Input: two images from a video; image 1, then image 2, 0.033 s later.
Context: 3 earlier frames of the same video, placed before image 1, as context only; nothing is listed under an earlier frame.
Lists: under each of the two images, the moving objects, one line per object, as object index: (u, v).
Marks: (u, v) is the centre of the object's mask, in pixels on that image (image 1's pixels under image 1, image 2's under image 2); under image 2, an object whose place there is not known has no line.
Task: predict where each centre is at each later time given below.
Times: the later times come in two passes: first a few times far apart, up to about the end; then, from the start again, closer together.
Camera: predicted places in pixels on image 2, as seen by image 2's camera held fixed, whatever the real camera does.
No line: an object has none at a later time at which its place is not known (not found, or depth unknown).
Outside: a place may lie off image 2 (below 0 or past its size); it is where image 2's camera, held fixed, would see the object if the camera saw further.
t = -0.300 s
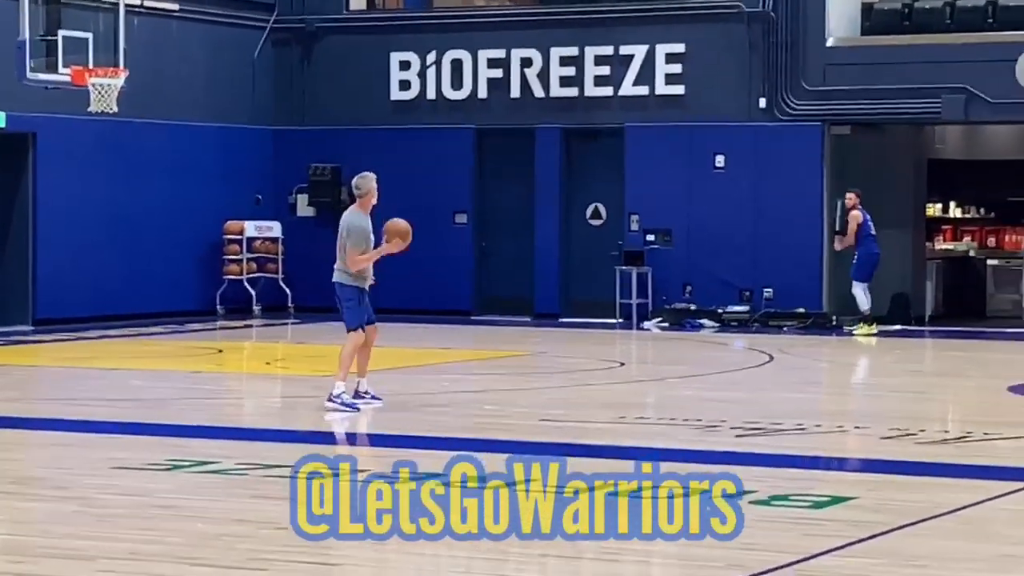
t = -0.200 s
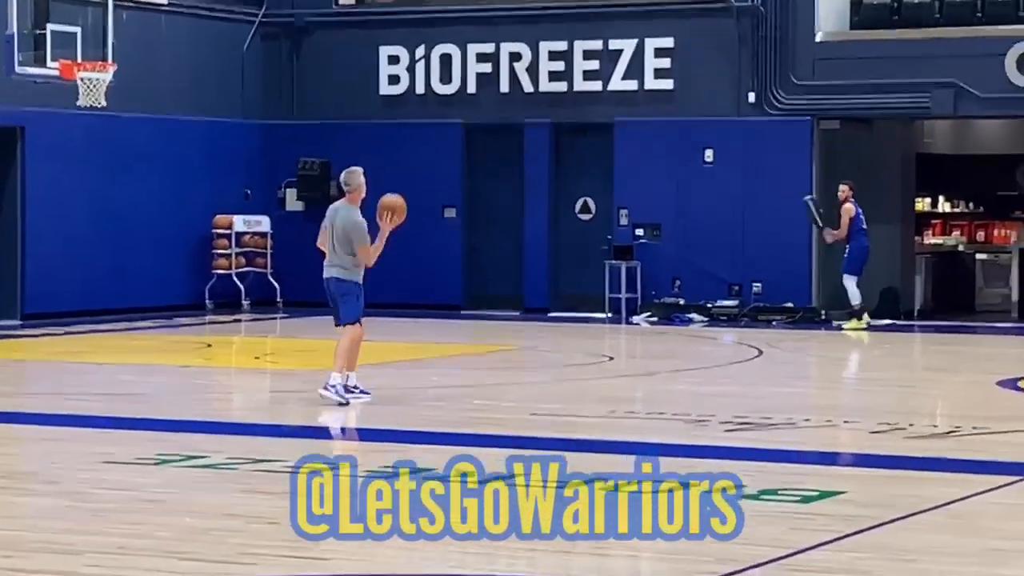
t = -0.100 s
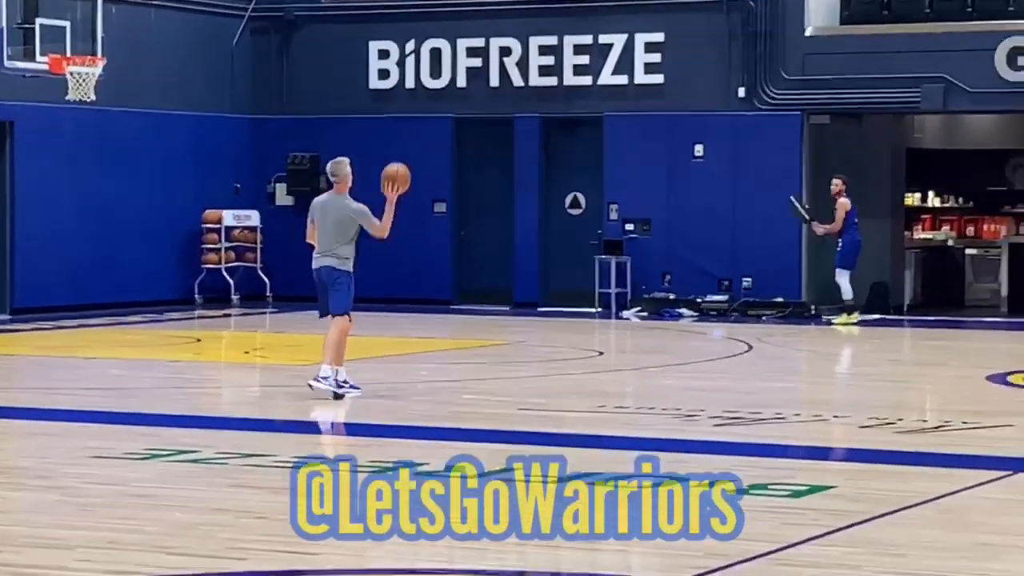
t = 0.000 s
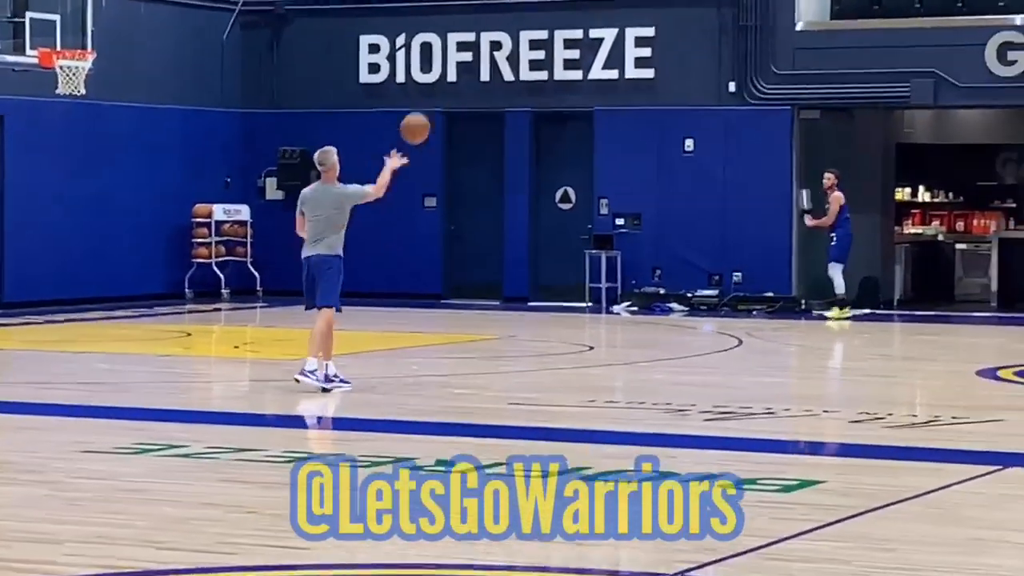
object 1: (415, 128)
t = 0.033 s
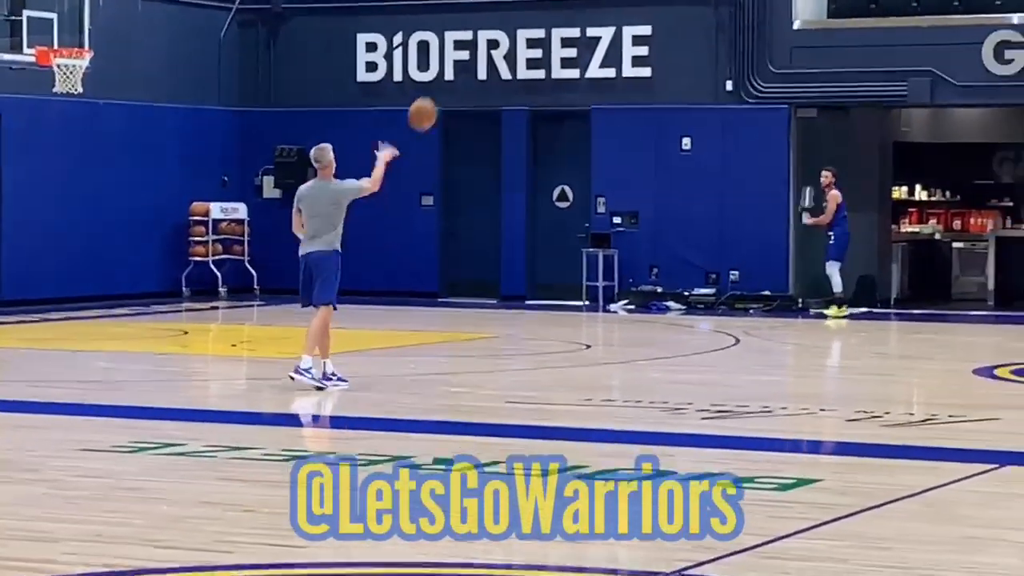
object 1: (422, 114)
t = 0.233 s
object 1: (480, 70)
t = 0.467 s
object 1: (539, 74)
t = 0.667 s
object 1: (583, 120)
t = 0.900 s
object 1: (626, 214)
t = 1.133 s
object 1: (660, 315)
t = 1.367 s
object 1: (679, 225)
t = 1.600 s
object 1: (696, 186)
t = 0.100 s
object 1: (443, 94)
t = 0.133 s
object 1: (453, 86)
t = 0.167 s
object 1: (462, 79)
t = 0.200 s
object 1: (471, 74)
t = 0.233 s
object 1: (480, 70)
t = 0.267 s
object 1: (490, 67)
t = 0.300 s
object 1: (499, 66)
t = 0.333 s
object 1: (507, 65)
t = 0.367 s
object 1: (515, 65)
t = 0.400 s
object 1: (524, 67)
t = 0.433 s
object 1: (532, 71)
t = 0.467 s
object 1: (539, 74)
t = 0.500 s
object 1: (547, 80)
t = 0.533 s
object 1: (555, 87)
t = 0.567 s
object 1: (562, 93)
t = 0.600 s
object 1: (569, 101)
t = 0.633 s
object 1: (576, 110)
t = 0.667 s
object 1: (583, 120)
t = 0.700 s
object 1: (589, 131)
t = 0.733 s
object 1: (596, 143)
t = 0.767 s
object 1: (602, 155)
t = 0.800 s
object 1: (608, 169)
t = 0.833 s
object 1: (614, 183)
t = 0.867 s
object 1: (620, 198)
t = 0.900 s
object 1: (626, 214)
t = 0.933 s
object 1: (632, 231)
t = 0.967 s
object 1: (637, 248)
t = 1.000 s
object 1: (642, 265)
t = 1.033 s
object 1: (646, 284)
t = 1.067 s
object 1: (652, 301)
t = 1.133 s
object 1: (660, 315)
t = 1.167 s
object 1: (663, 298)
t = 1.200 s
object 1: (666, 284)
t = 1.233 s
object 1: (668, 270)
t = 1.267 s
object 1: (671, 257)
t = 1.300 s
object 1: (674, 245)
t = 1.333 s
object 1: (676, 234)
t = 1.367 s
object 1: (679, 225)
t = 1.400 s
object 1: (681, 216)
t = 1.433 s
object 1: (684, 209)
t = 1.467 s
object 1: (686, 202)
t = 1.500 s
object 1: (688, 197)
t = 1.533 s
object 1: (691, 192)
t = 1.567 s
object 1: (693, 189)
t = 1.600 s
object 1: (696, 186)
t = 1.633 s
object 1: (698, 185)
